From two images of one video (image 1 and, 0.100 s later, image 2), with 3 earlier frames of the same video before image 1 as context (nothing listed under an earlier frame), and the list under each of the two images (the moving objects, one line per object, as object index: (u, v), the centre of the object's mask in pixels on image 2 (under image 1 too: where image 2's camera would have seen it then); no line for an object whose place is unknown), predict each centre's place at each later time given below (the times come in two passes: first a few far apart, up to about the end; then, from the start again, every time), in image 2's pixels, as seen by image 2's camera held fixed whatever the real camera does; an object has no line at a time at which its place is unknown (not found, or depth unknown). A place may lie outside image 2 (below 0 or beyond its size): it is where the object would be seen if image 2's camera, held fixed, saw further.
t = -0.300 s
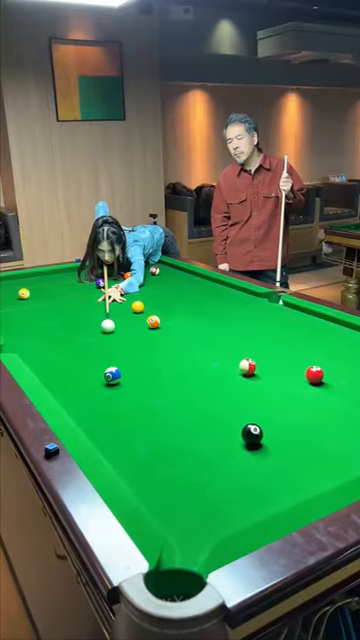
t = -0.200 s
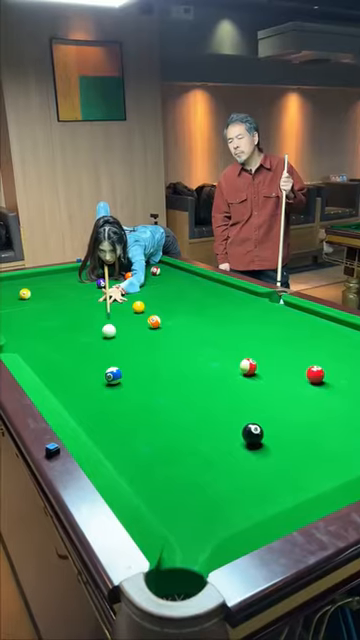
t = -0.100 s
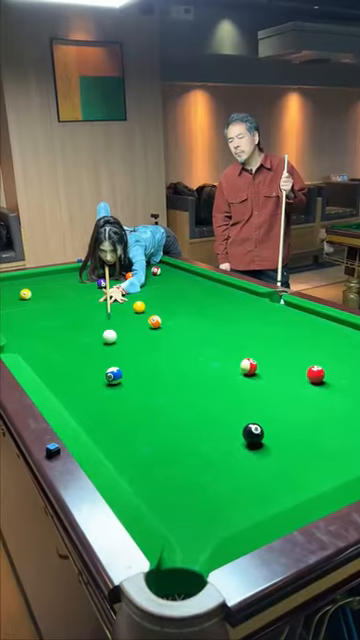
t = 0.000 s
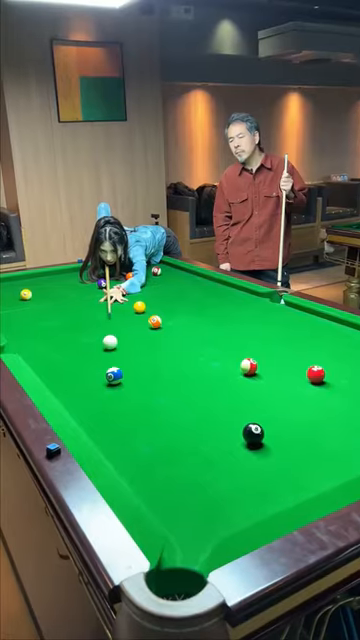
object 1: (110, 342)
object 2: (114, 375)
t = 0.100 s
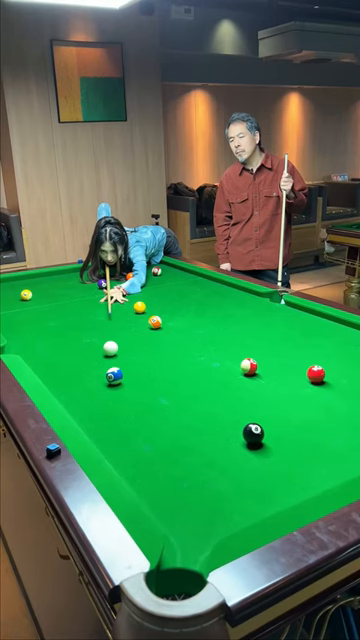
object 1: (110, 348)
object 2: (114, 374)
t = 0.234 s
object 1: (110, 356)
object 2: (114, 375)
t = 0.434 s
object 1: (110, 366)
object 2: (114, 376)
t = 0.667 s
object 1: (106, 373)
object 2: (120, 388)
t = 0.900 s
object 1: (102, 377)
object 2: (125, 400)
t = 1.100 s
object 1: (99, 380)
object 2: (130, 410)
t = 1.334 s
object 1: (95, 383)
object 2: (135, 421)
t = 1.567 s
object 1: (92, 386)
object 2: (141, 435)
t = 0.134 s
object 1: (110, 350)
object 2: (114, 375)
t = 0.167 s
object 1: (110, 352)
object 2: (114, 375)
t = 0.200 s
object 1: (110, 354)
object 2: (114, 375)
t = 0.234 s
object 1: (110, 356)
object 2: (114, 375)
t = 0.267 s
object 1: (110, 358)
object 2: (114, 374)
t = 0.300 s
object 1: (110, 360)
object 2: (114, 375)
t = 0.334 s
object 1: (110, 361)
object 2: (114, 374)
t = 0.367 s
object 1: (110, 363)
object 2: (114, 375)
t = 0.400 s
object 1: (111, 364)
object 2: (114, 375)
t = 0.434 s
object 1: (110, 366)
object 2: (114, 376)
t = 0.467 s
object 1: (109, 368)
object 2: (115, 377)
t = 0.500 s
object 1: (109, 368)
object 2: (116, 380)
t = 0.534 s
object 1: (108, 370)
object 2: (117, 382)
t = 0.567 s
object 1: (107, 371)
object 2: (118, 383)
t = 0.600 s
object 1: (107, 372)
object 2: (119, 385)
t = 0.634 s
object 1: (106, 373)
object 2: (119, 387)
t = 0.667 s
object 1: (106, 373)
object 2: (120, 388)
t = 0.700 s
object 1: (105, 374)
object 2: (120, 390)
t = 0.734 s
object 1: (105, 374)
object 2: (121, 391)
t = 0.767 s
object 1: (104, 375)
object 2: (122, 393)
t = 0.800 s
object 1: (103, 375)
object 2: (123, 395)
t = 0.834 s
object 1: (103, 376)
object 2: (124, 396)
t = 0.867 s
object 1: (102, 376)
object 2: (124, 398)
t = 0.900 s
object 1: (102, 377)
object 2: (125, 400)
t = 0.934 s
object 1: (101, 378)
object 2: (126, 401)
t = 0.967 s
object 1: (101, 378)
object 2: (126, 403)
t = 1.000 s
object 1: (100, 378)
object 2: (127, 404)
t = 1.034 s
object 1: (99, 379)
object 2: (128, 406)
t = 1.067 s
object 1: (99, 380)
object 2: (129, 408)
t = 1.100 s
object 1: (99, 380)
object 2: (130, 410)
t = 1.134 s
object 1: (98, 380)
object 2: (131, 412)
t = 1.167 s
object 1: (98, 381)
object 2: (131, 413)
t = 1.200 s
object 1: (97, 382)
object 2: (132, 415)
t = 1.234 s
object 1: (96, 382)
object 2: (133, 417)
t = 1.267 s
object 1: (96, 382)
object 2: (133, 418)
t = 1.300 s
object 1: (96, 383)
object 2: (134, 420)
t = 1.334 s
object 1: (95, 383)
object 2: (135, 421)
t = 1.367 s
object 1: (94, 384)
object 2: (136, 423)
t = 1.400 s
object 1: (94, 384)
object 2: (137, 425)
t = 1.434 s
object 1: (94, 385)
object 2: (138, 427)
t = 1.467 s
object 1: (93, 385)
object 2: (138, 429)
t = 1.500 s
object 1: (93, 386)
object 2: (139, 431)
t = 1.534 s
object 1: (92, 386)
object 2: (140, 433)
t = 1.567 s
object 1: (92, 386)
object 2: (141, 435)
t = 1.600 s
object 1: (92, 387)
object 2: (142, 436)
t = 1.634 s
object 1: (91, 387)
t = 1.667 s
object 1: (91, 387)
